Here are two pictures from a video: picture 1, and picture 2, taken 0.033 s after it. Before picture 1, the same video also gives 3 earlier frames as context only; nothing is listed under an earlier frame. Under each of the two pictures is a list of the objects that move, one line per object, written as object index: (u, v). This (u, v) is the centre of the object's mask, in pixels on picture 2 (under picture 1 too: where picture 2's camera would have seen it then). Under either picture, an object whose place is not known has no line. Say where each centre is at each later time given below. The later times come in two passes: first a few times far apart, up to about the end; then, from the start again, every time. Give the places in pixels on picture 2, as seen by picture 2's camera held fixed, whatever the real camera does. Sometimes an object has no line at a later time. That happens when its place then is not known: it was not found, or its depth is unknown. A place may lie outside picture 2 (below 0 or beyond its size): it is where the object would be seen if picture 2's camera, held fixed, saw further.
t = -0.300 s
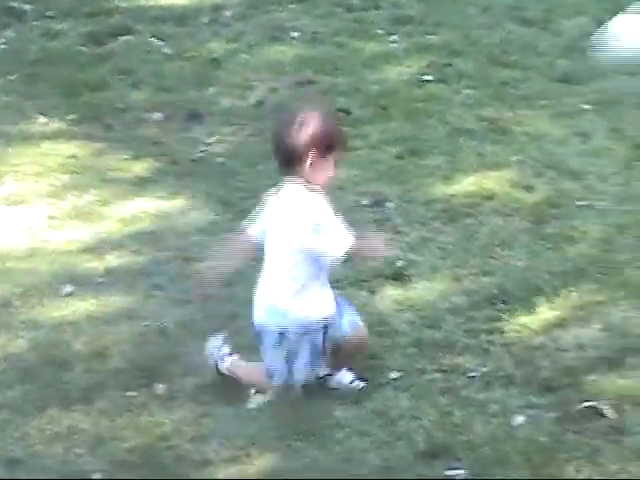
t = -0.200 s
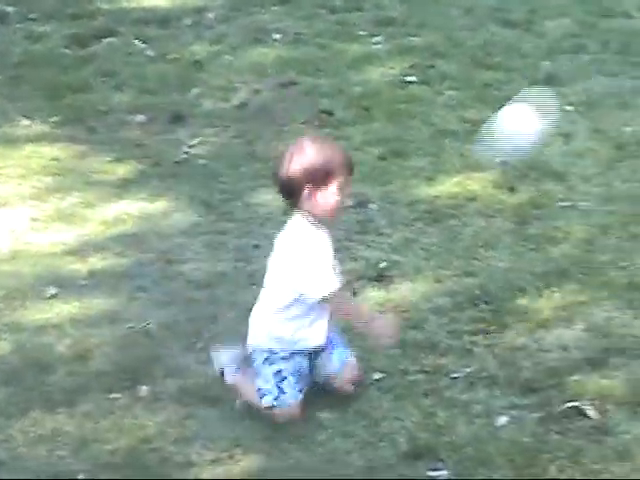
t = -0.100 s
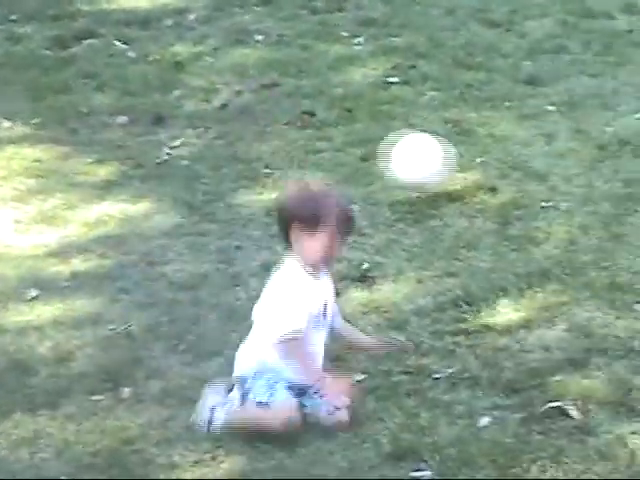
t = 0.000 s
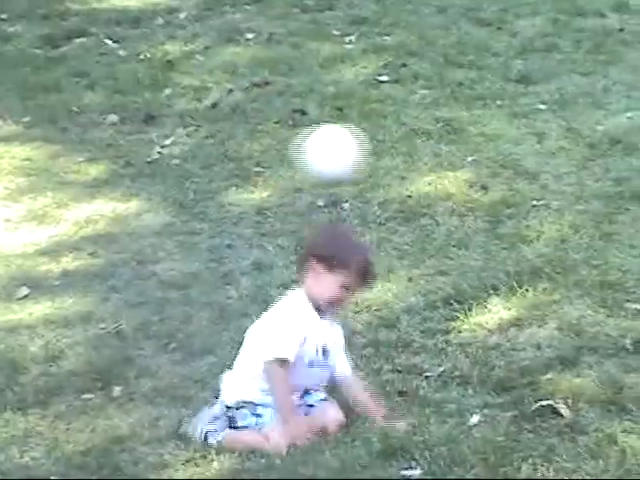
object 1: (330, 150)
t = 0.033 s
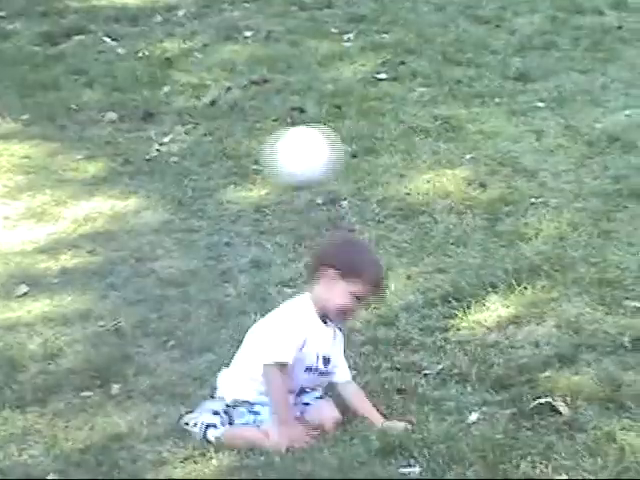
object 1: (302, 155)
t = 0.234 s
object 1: (133, 262)
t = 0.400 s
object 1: (32, 287)
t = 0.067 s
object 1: (275, 162)
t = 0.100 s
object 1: (247, 174)
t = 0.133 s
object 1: (220, 189)
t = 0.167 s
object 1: (192, 208)
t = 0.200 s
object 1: (162, 232)
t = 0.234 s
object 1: (133, 262)
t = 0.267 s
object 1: (105, 277)
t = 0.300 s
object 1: (82, 275)
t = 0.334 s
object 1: (62, 276)
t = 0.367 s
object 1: (42, 278)
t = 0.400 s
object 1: (32, 287)
